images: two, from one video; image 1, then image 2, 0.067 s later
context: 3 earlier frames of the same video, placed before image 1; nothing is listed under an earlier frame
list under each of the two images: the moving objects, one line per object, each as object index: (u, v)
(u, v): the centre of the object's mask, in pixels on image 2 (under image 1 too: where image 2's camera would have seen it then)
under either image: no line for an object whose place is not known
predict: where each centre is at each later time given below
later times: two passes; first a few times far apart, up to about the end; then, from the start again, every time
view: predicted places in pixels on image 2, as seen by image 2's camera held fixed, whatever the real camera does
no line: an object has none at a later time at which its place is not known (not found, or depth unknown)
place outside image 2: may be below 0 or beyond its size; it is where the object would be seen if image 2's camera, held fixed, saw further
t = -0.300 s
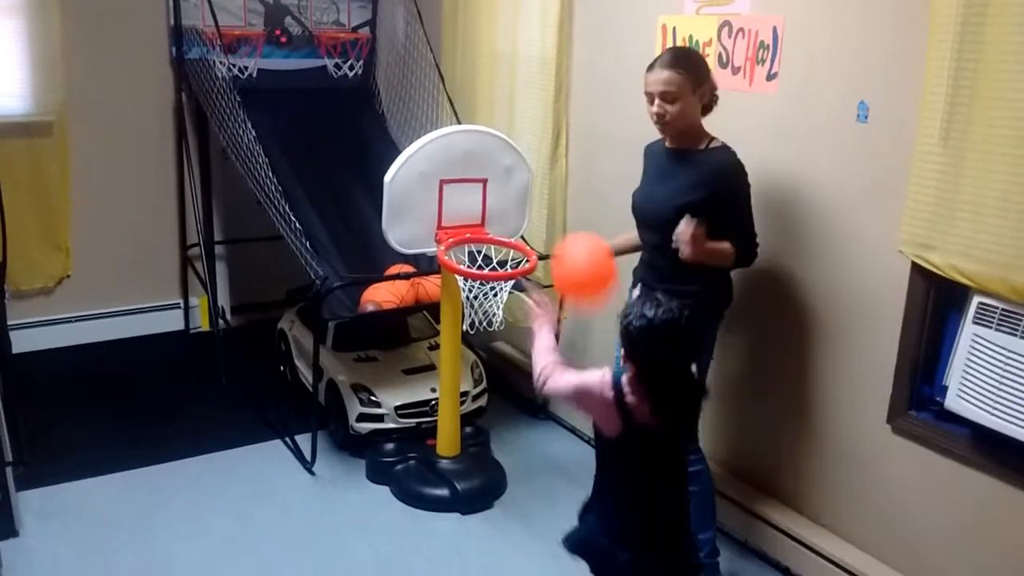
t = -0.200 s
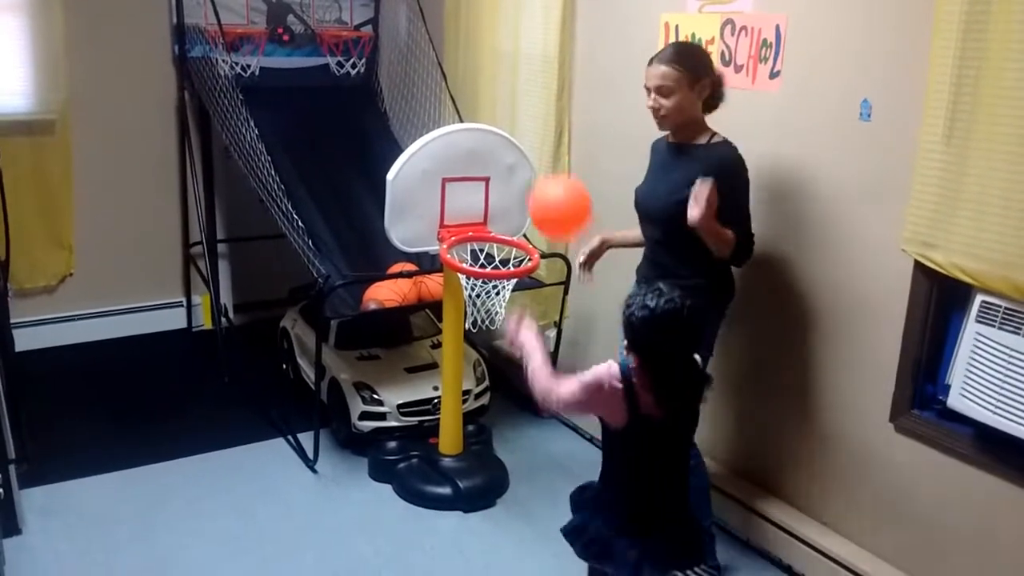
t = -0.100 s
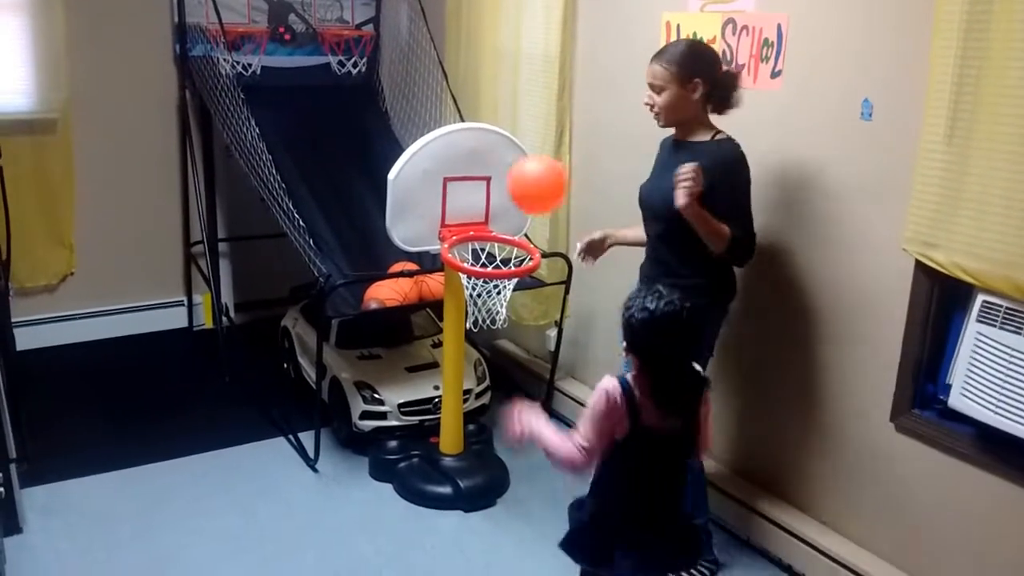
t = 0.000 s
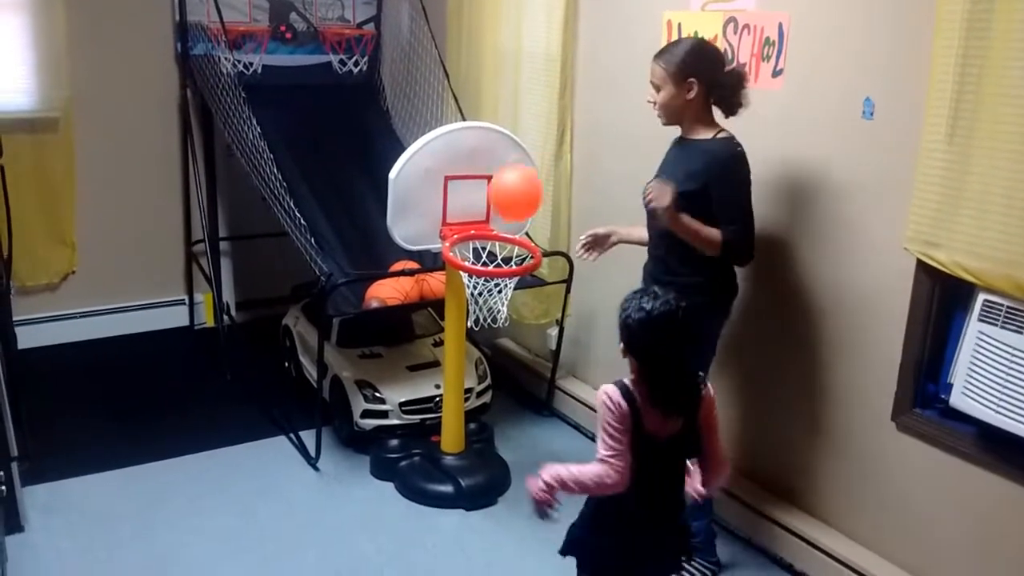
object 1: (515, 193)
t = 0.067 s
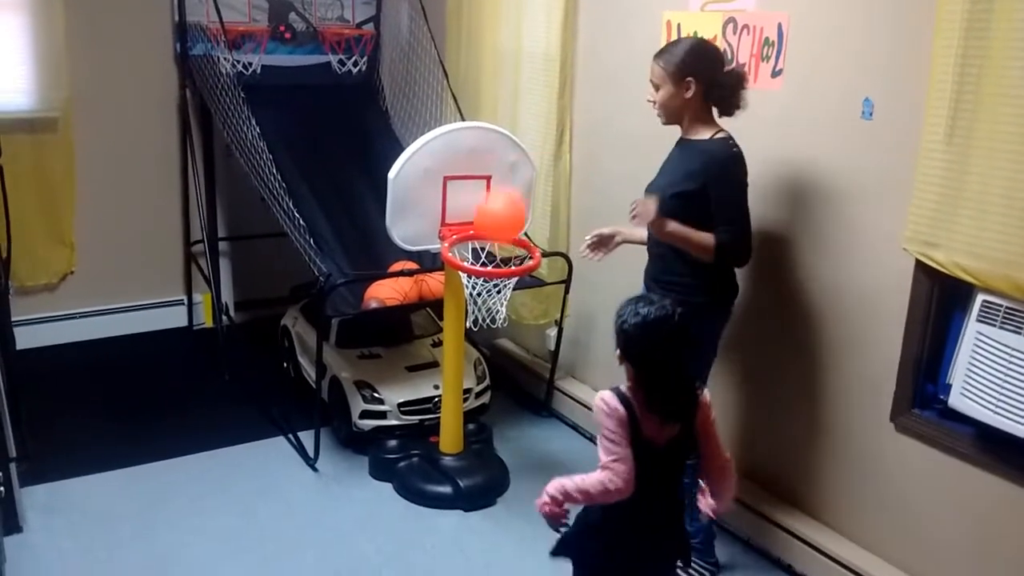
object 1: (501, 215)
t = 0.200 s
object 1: (485, 233)
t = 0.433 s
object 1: (501, 251)
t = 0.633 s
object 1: (495, 296)
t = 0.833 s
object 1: (487, 373)
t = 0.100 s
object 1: (494, 228)
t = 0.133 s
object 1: (489, 230)
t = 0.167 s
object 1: (485, 233)
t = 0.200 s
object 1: (485, 233)
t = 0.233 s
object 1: (488, 230)
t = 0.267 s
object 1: (490, 230)
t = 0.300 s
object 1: (492, 232)
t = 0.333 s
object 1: (496, 238)
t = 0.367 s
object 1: (498, 246)
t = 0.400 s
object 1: (501, 252)
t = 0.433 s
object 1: (501, 251)
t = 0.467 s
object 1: (501, 248)
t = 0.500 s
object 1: (500, 249)
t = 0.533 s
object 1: (500, 261)
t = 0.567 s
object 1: (498, 272)
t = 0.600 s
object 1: (497, 284)
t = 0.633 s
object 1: (495, 296)
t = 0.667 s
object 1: (493, 301)
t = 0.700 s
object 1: (491, 309)
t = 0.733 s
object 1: (490, 321)
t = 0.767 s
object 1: (488, 336)
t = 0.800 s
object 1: (487, 354)
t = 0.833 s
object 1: (487, 373)
